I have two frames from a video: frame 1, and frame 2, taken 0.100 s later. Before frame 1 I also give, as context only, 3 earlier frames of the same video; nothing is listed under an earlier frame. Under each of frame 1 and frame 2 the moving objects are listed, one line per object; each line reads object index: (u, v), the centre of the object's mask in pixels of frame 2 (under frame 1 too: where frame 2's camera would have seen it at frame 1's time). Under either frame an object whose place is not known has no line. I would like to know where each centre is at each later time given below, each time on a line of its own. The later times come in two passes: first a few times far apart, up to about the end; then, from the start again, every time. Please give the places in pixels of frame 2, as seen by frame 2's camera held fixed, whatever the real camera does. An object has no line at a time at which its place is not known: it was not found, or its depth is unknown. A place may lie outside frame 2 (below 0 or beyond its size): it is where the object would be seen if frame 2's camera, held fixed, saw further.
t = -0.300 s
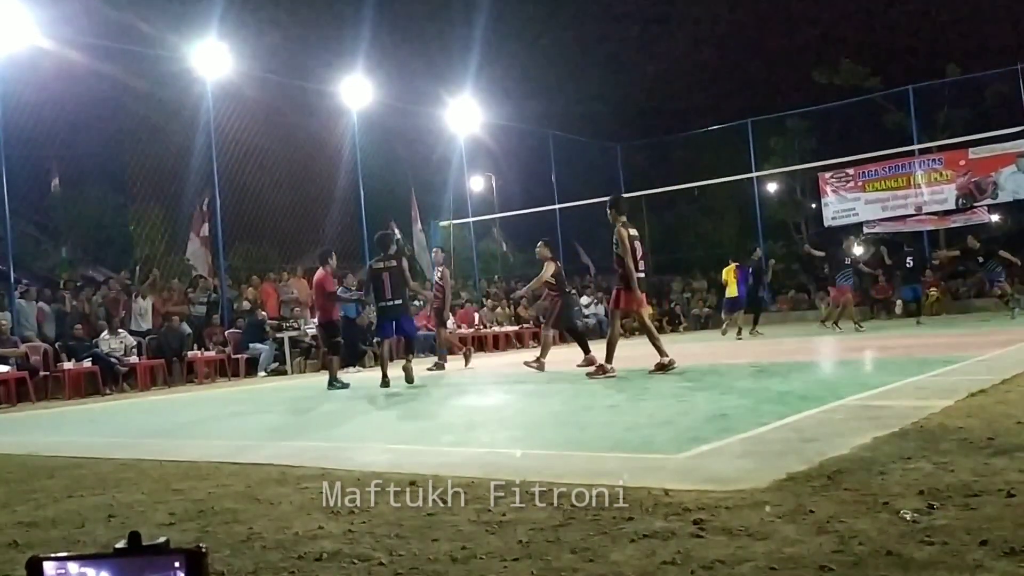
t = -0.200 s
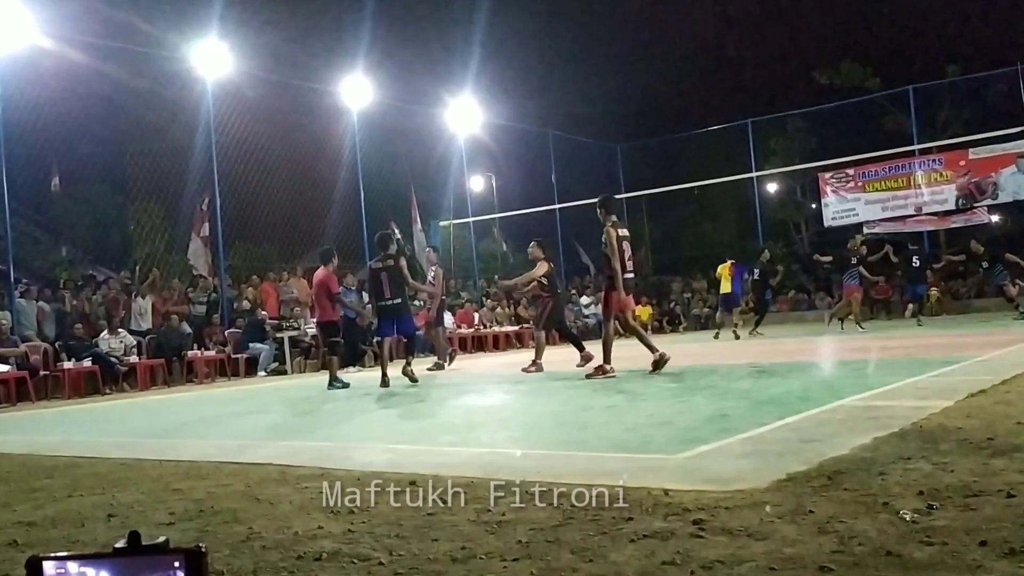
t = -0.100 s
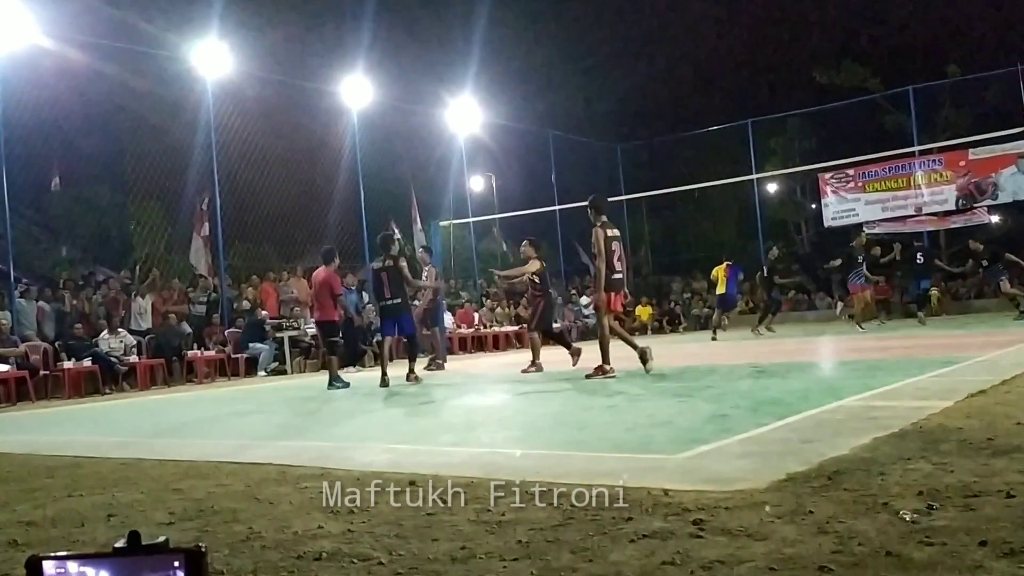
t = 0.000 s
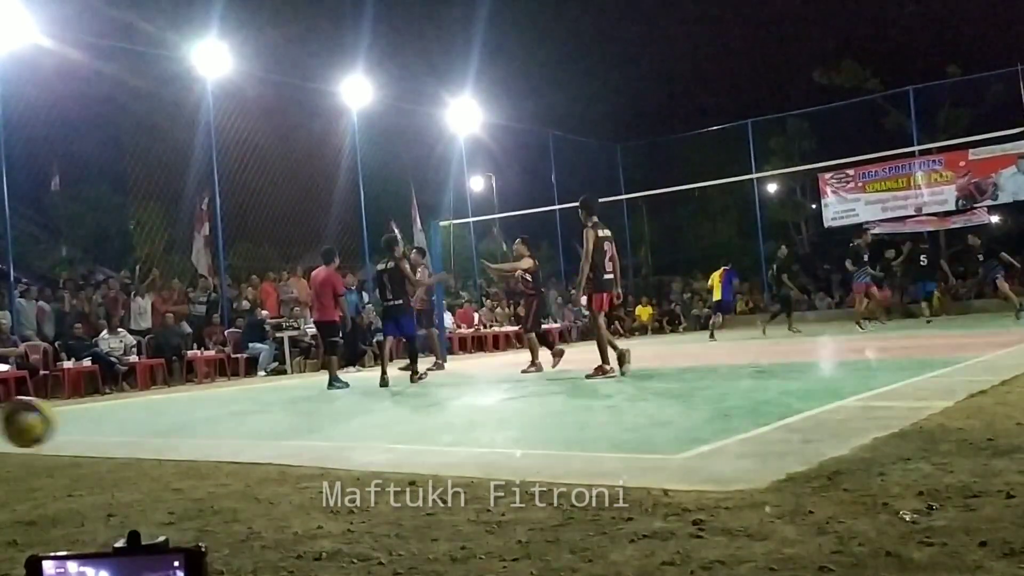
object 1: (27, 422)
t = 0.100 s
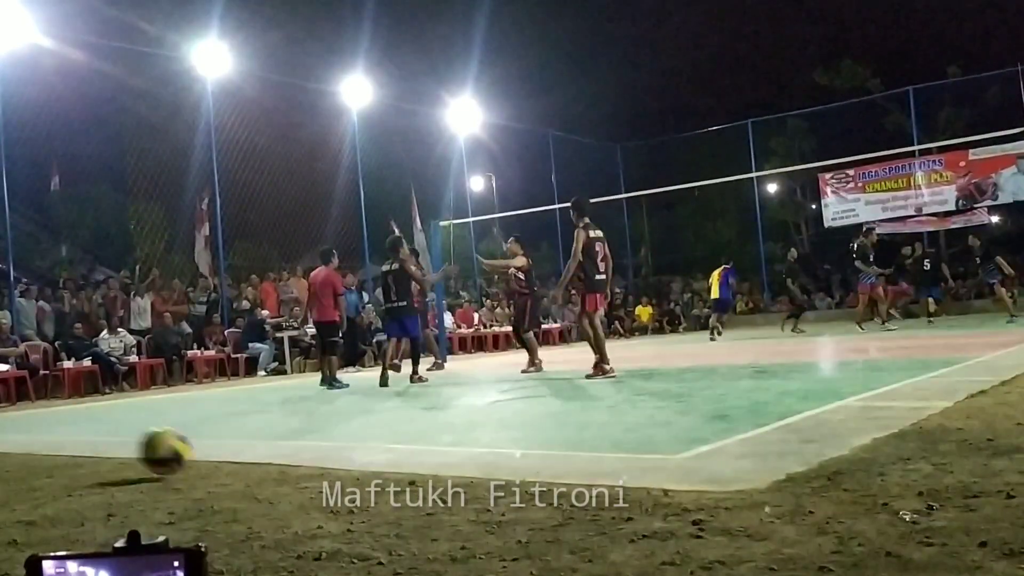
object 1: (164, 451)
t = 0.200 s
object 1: (254, 422)
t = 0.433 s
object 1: (428, 406)
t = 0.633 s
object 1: (549, 386)
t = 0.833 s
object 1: (660, 389)
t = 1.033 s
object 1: (754, 367)
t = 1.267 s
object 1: (851, 359)
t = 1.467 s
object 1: (929, 364)
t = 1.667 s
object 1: (993, 350)
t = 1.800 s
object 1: (1024, 343)
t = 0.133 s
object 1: (198, 448)
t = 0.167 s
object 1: (227, 433)
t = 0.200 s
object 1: (254, 422)
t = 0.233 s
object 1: (281, 412)
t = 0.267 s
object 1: (307, 406)
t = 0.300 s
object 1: (333, 401)
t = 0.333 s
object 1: (358, 400)
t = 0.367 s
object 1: (380, 400)
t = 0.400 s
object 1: (404, 403)
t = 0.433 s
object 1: (428, 406)
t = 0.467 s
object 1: (451, 414)
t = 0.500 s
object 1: (466, 421)
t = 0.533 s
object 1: (488, 412)
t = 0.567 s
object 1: (507, 401)
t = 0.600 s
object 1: (529, 392)
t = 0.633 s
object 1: (549, 386)
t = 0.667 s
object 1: (569, 382)
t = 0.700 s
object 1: (585, 380)
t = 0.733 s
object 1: (606, 379)
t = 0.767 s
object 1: (625, 381)
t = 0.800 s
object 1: (643, 385)
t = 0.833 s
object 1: (660, 389)
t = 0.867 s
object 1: (677, 393)
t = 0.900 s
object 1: (694, 384)
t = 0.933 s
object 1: (708, 377)
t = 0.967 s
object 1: (724, 372)
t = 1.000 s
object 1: (740, 368)
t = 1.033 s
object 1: (754, 367)
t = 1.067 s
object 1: (768, 367)
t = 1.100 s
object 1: (784, 369)
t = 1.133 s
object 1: (797, 373)
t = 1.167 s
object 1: (812, 378)
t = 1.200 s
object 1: (825, 372)
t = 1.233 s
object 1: (839, 364)
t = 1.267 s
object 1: (851, 359)
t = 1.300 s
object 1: (864, 356)
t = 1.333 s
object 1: (879, 354)
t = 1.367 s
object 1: (892, 354)
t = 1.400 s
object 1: (905, 357)
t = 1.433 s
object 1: (916, 360)
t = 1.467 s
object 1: (929, 364)
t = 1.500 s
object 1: (940, 358)
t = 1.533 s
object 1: (950, 354)
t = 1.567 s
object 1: (961, 351)
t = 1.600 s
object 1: (972, 349)
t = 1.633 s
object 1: (983, 348)
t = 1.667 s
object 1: (993, 350)
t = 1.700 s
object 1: (1003, 354)
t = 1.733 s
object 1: (1013, 352)
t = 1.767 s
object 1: (1020, 347)
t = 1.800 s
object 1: (1024, 343)
